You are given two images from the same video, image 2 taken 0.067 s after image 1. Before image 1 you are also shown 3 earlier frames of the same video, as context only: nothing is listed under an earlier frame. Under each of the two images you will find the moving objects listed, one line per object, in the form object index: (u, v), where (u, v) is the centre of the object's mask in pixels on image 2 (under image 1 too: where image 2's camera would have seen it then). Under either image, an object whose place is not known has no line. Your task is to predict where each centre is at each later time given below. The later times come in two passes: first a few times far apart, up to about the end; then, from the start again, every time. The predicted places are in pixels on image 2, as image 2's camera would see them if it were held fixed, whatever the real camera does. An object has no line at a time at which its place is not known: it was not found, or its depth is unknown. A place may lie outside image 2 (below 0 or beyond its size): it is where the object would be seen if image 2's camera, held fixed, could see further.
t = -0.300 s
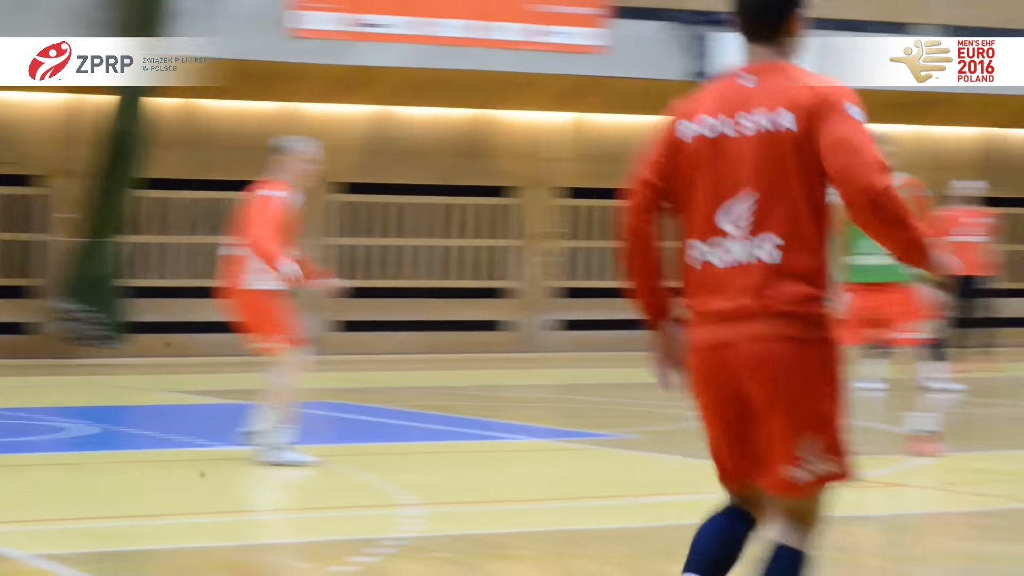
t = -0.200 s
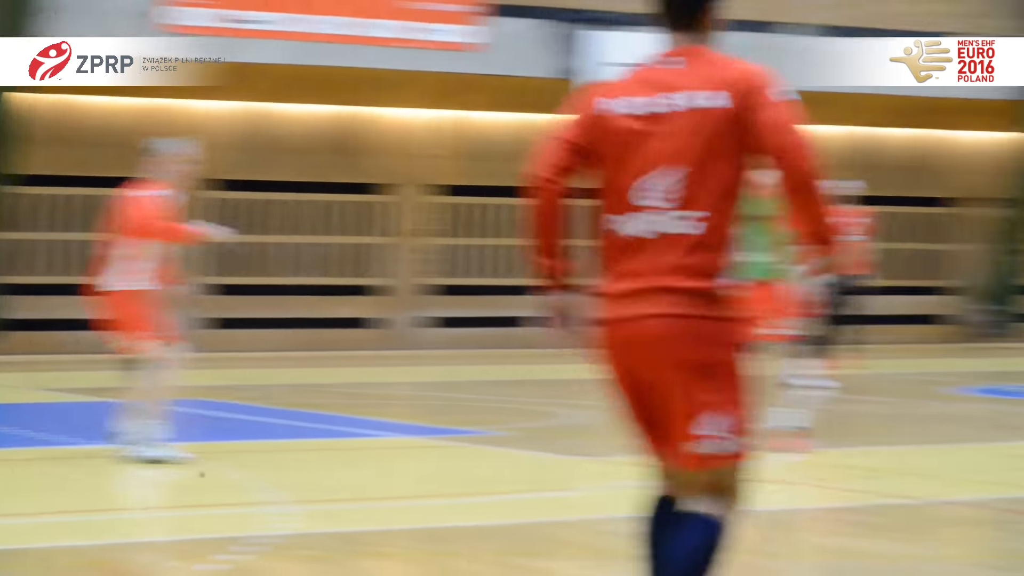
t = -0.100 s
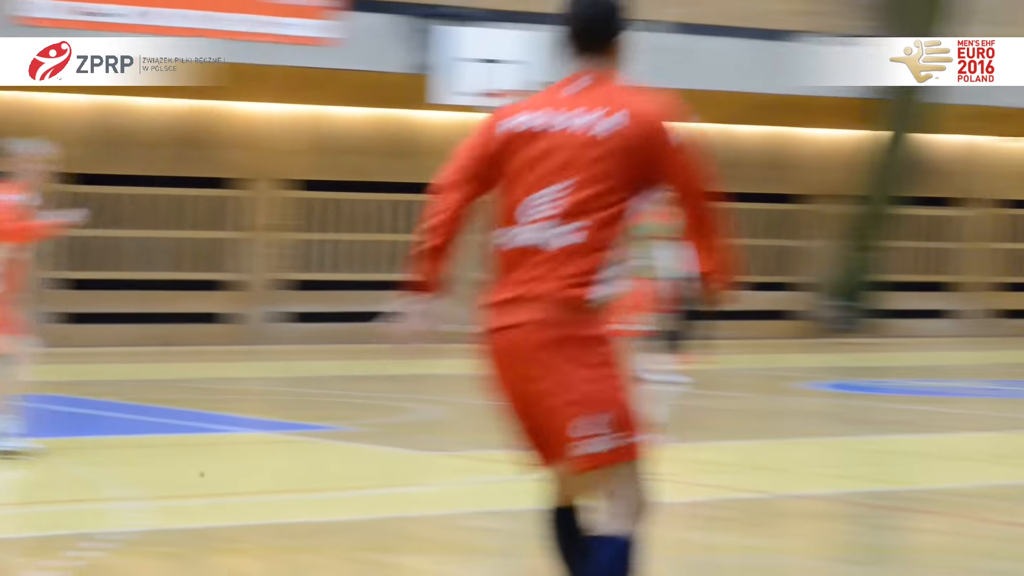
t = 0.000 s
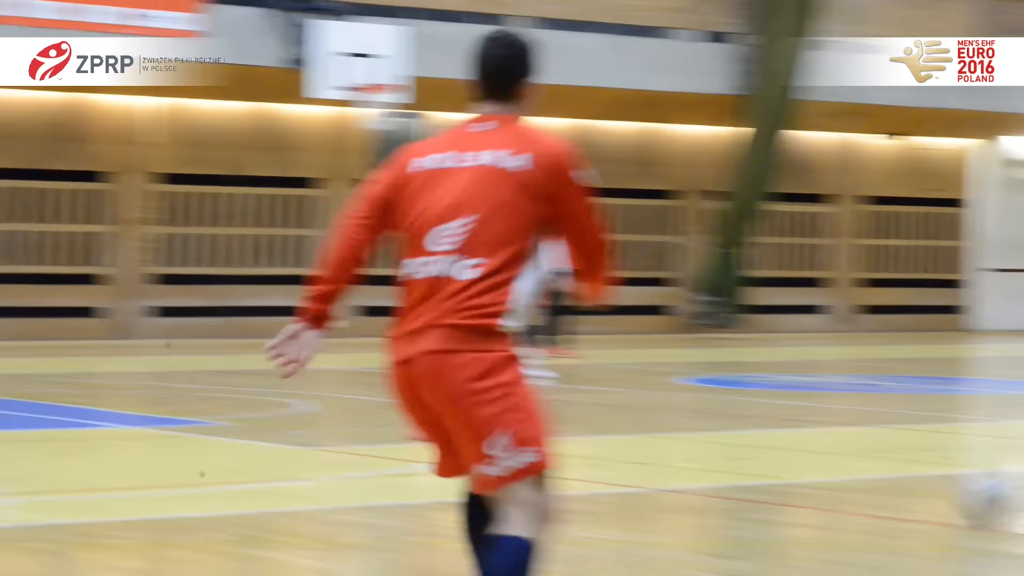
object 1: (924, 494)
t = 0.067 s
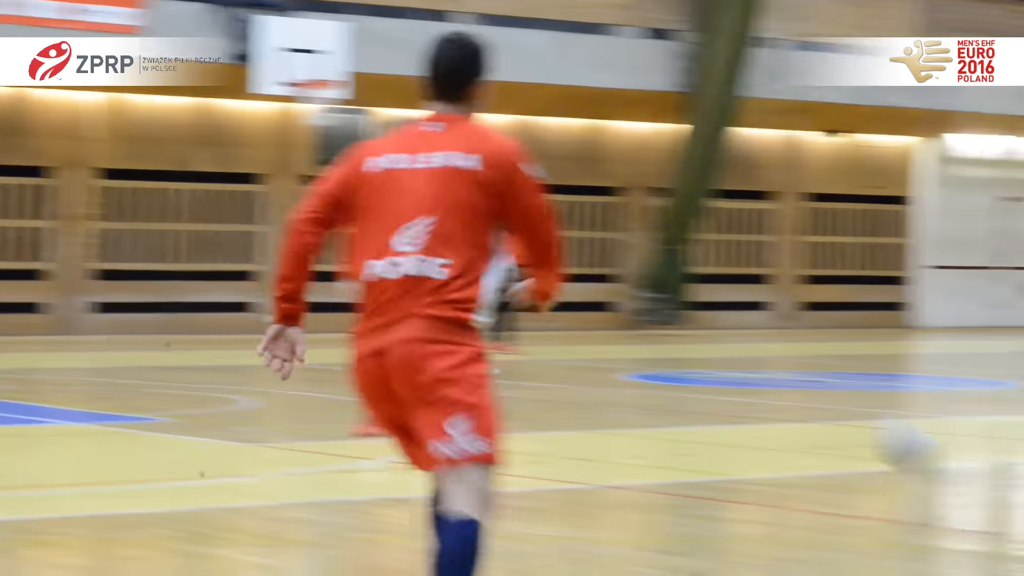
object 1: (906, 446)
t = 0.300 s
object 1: (809, 330)
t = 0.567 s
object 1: (688, 357)
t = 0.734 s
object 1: (614, 455)
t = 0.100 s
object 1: (891, 421)
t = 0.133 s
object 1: (877, 398)
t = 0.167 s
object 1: (864, 378)
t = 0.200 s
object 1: (853, 367)
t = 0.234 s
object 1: (840, 353)
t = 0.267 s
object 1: (822, 337)
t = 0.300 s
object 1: (809, 330)
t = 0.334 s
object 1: (796, 323)
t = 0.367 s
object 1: (779, 321)
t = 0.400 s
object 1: (764, 321)
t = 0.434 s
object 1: (749, 322)
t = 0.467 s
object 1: (734, 327)
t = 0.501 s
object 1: (719, 333)
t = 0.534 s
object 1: (705, 342)
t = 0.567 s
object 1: (688, 357)
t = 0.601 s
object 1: (673, 370)
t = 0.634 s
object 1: (660, 386)
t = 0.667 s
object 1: (644, 408)
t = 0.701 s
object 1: (630, 428)
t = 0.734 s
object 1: (614, 455)
